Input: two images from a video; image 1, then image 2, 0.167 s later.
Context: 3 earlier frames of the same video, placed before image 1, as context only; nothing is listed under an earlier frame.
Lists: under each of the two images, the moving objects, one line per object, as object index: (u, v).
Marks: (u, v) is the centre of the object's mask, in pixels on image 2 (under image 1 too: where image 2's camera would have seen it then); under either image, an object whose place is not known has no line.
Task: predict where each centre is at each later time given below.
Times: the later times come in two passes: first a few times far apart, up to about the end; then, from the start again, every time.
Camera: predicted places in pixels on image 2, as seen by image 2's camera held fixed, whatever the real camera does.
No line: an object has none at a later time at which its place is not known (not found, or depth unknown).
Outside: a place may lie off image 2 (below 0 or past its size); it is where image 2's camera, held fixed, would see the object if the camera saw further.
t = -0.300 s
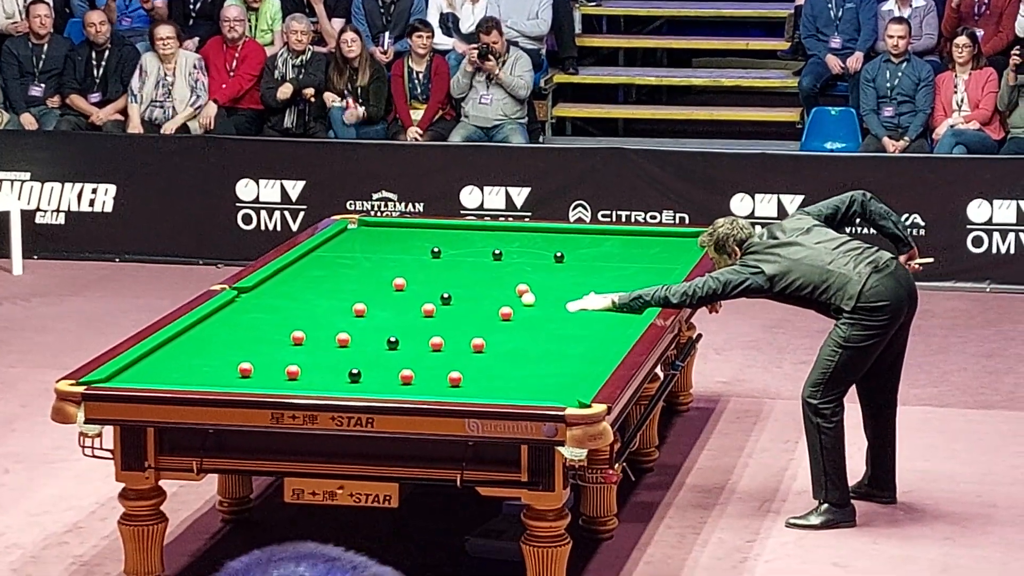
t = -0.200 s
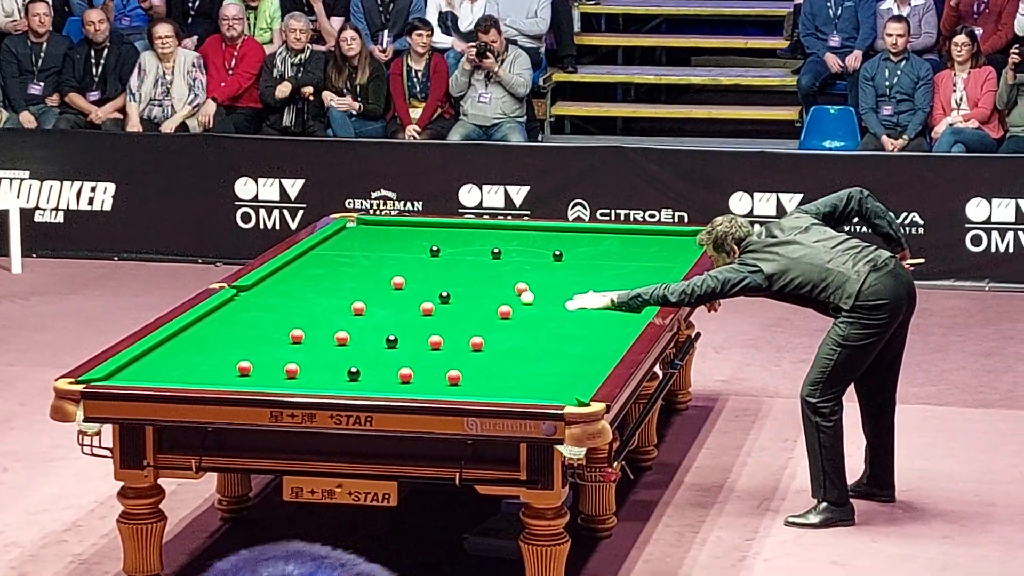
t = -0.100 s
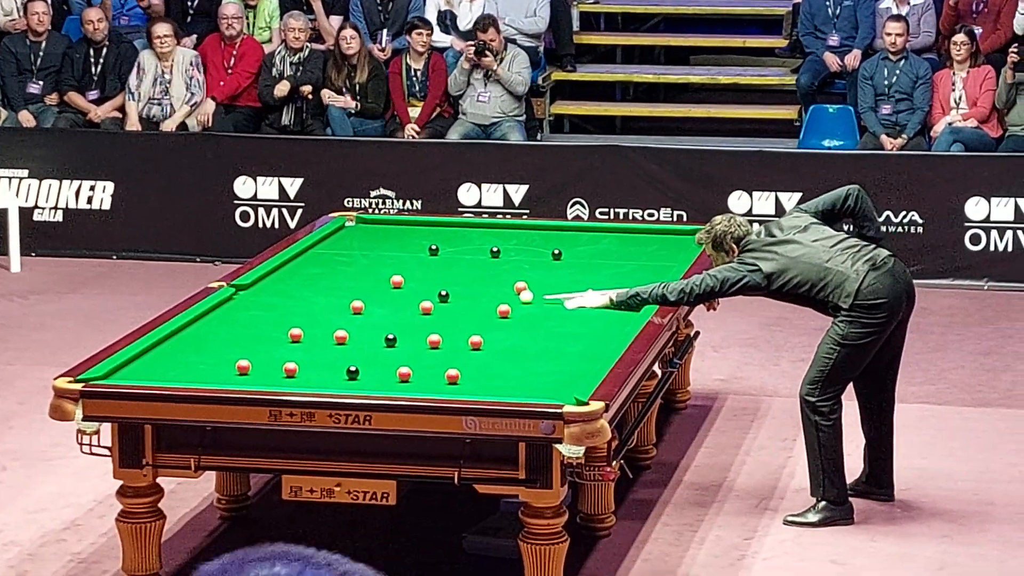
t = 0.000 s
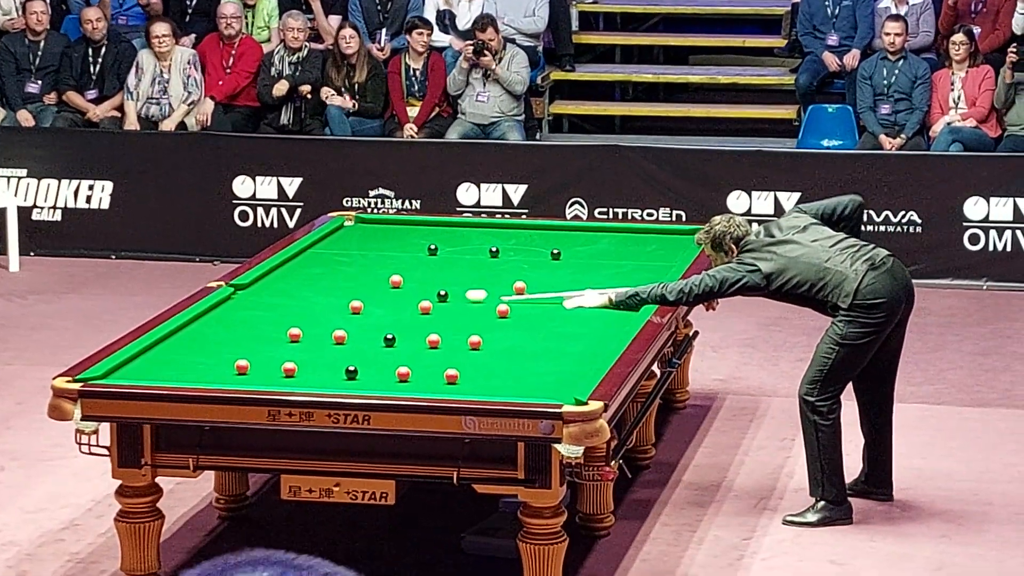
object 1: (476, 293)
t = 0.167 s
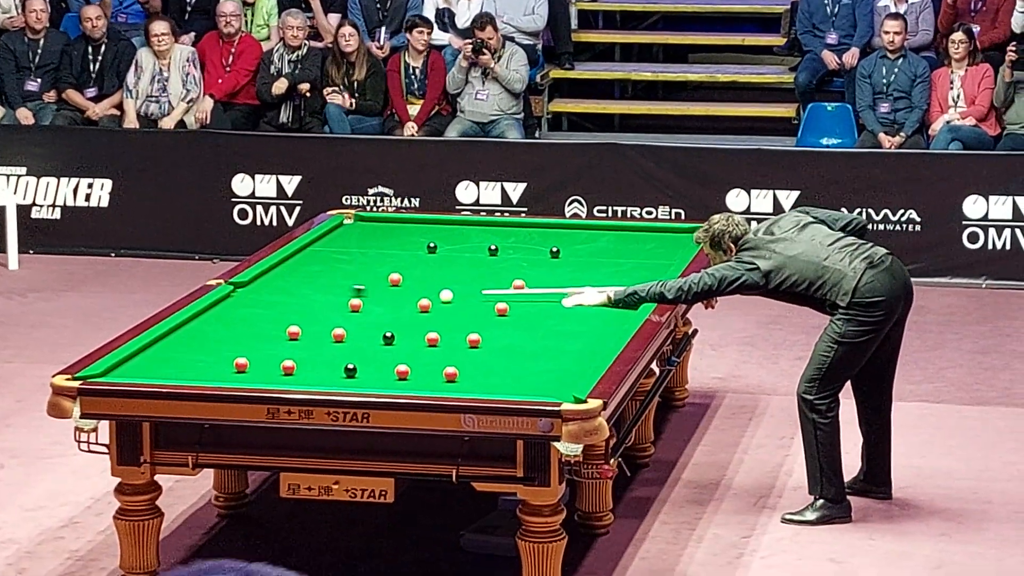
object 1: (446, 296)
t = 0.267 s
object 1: (443, 297)
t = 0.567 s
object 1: (437, 300)
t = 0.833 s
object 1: (434, 303)
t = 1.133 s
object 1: (434, 304)
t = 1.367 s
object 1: (435, 305)
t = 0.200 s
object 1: (445, 296)
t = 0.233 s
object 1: (444, 297)
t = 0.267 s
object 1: (443, 297)
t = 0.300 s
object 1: (443, 297)
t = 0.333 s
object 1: (442, 298)
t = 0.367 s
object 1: (441, 298)
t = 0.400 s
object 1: (440, 299)
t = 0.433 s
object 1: (439, 299)
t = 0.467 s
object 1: (438, 300)
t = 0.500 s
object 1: (438, 300)
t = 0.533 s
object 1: (437, 300)
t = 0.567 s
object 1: (437, 300)
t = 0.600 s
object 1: (437, 300)
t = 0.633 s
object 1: (436, 301)
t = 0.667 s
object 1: (435, 301)
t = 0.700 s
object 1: (435, 301)
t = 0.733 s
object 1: (435, 301)
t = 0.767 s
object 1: (434, 302)
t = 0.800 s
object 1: (434, 302)
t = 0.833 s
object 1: (434, 303)
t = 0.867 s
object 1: (434, 302)
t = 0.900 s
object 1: (434, 303)
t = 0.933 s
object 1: (434, 303)
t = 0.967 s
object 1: (434, 303)
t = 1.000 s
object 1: (434, 303)
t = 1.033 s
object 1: (434, 304)
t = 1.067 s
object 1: (434, 304)
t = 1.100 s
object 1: (434, 304)
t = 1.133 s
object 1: (434, 304)
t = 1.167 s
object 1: (434, 304)
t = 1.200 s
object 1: (434, 304)
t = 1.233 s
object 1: (435, 305)
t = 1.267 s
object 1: (435, 304)
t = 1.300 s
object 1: (435, 305)
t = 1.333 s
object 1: (435, 304)
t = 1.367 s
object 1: (435, 305)
